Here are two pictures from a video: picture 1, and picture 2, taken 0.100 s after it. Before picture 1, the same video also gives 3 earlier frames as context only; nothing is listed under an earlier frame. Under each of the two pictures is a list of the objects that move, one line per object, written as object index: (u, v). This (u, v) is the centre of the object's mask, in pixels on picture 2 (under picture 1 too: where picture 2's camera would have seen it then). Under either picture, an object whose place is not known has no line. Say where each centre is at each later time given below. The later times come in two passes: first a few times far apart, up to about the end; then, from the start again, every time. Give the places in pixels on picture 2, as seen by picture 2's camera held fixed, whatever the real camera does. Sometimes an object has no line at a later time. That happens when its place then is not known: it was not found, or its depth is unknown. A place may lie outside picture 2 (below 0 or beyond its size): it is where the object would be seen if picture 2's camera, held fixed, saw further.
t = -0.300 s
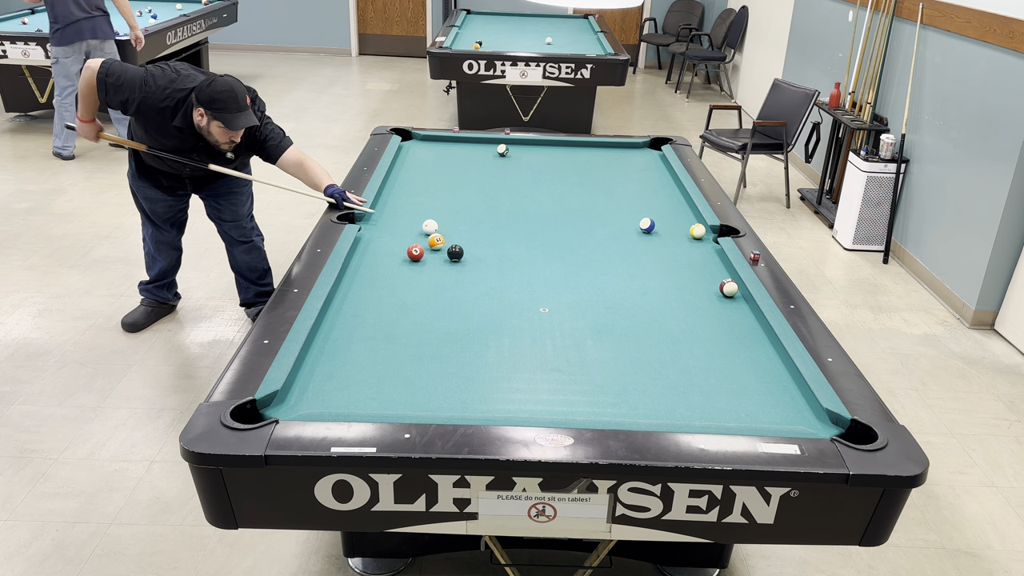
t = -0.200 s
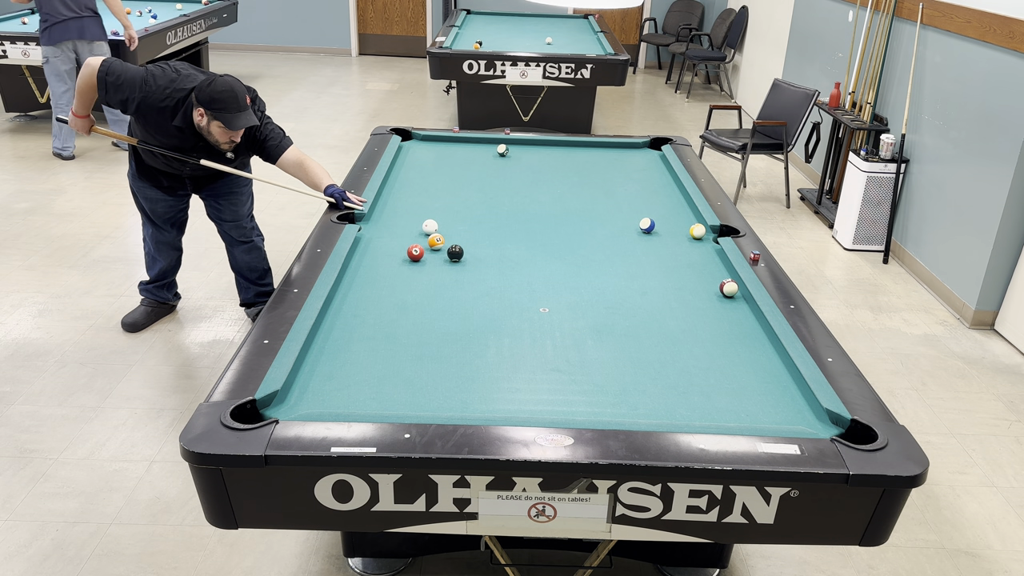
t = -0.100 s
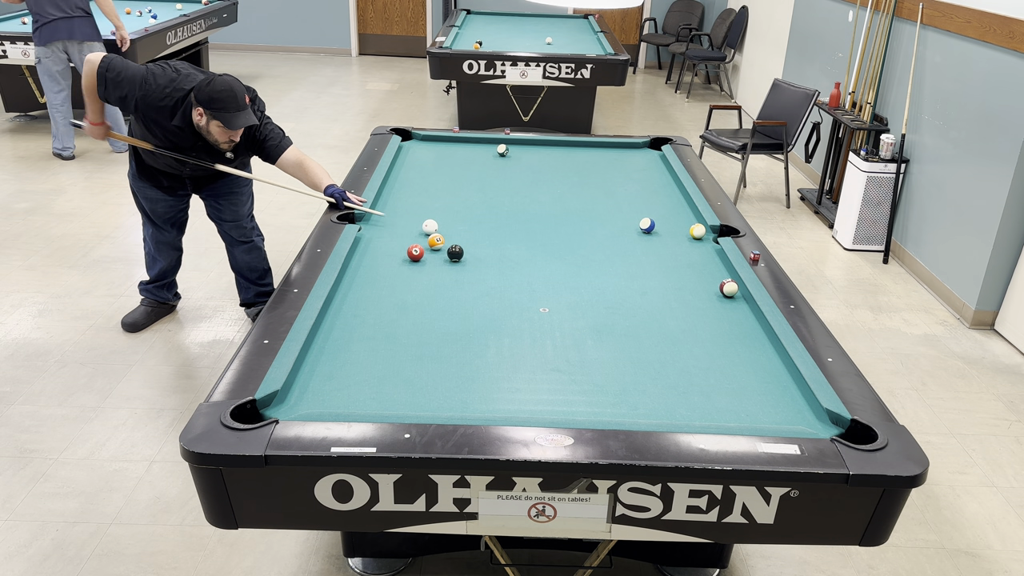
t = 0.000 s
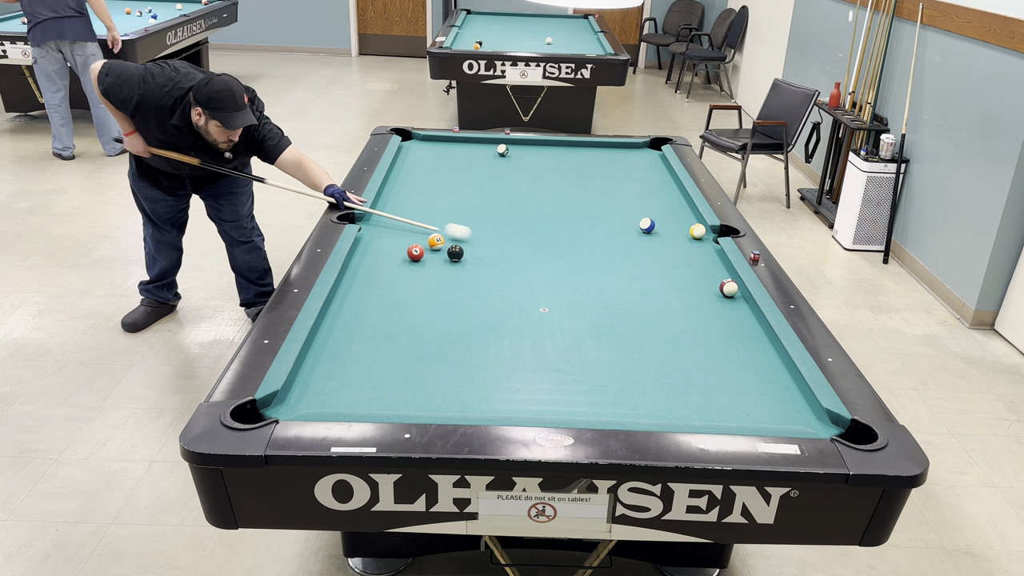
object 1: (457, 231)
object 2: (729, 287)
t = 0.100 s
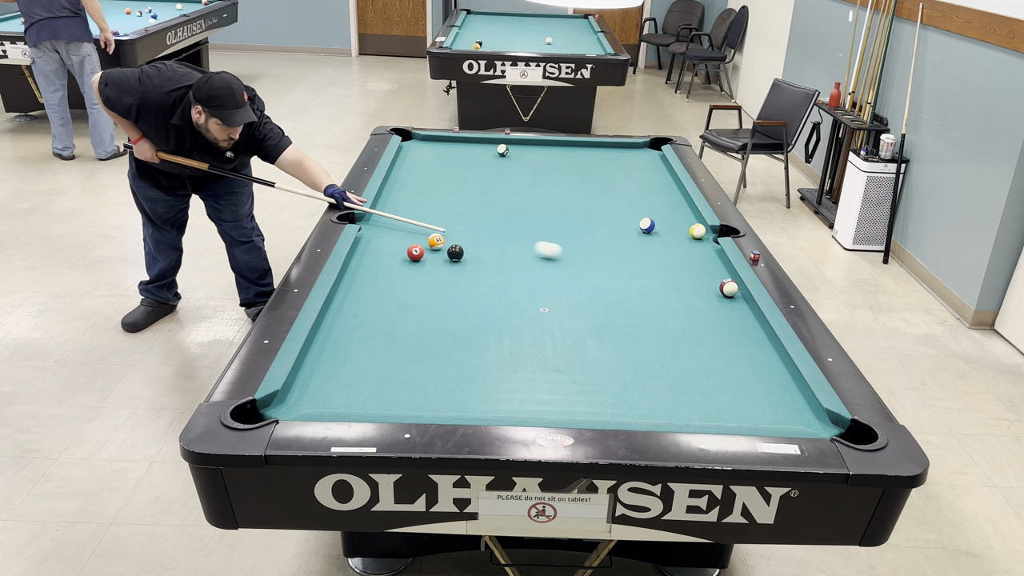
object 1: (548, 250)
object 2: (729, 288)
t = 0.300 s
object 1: (715, 280)
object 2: (741, 292)
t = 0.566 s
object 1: (710, 265)
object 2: (654, 319)
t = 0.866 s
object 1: (676, 248)
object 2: (555, 346)
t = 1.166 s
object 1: (647, 234)
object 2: (442, 378)
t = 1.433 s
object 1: (624, 222)
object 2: (329, 402)
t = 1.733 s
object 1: (601, 211)
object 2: (324, 400)
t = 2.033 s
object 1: (581, 201)
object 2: (372, 404)
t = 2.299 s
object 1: (565, 193)
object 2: (408, 403)
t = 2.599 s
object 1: (549, 185)
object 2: (446, 401)
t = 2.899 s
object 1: (535, 178)
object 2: (480, 398)
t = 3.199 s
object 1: (523, 171)
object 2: (511, 396)
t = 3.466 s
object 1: (514, 166)
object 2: (536, 393)
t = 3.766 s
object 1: (504, 162)
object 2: (559, 391)
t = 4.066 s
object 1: (496, 157)
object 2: (580, 388)
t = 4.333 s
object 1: (489, 154)
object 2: (595, 386)
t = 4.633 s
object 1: (483, 151)
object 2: (610, 384)
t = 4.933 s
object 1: (477, 148)
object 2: (621, 381)
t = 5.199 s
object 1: (474, 146)
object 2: (628, 379)
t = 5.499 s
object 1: (470, 144)
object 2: (633, 378)
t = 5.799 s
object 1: (467, 143)
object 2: (636, 377)
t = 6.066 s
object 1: (465, 142)
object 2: (636, 376)
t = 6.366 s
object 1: (463, 141)
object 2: (636, 376)
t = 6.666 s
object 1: (463, 142)
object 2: (636, 376)
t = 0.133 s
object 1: (578, 256)
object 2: (729, 288)
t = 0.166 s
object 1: (608, 261)
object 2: (729, 288)
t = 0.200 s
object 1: (639, 267)
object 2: (729, 288)
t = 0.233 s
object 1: (670, 273)
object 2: (729, 288)
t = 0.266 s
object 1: (701, 280)
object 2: (729, 288)
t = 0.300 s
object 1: (715, 280)
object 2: (741, 292)
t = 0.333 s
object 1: (719, 278)
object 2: (731, 296)
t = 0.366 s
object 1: (724, 276)
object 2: (719, 299)
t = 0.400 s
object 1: (728, 275)
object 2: (707, 304)
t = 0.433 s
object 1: (727, 273)
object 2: (696, 307)
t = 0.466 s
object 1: (722, 271)
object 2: (686, 310)
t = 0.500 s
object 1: (718, 268)
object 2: (675, 312)
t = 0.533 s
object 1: (714, 267)
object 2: (665, 316)
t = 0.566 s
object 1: (710, 265)
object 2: (654, 319)
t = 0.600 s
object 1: (706, 263)
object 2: (644, 321)
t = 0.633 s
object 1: (702, 261)
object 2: (634, 325)
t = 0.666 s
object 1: (698, 259)
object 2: (623, 328)
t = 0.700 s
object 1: (694, 257)
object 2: (612, 330)
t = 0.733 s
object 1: (691, 255)
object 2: (600, 334)
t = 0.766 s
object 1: (687, 253)
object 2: (590, 337)
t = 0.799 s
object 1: (683, 251)
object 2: (579, 339)
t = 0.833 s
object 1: (680, 250)
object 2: (567, 343)
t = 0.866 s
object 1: (676, 248)
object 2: (555, 346)
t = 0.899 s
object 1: (673, 246)
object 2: (544, 350)
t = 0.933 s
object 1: (669, 245)
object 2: (531, 352)
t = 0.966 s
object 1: (666, 243)
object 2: (520, 357)
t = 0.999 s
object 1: (663, 241)
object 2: (507, 360)
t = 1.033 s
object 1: (660, 240)
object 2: (495, 363)
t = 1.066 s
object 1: (656, 238)
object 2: (481, 367)
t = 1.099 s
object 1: (653, 237)
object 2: (469, 371)
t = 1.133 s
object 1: (650, 235)
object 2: (456, 374)
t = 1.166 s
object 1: (647, 234)
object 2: (442, 378)
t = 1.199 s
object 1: (644, 232)
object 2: (429, 382)
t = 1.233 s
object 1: (641, 231)
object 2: (416, 386)
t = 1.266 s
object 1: (638, 229)
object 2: (401, 390)
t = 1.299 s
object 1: (635, 228)
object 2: (386, 394)
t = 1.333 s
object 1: (632, 226)
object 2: (373, 398)
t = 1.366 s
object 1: (630, 225)
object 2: (358, 400)
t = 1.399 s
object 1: (627, 223)
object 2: (342, 403)
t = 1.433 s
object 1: (624, 222)
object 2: (329, 402)
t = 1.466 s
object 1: (621, 221)
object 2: (318, 400)
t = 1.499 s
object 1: (619, 219)
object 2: (305, 398)
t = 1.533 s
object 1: (616, 218)
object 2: (294, 397)
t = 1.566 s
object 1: (613, 217)
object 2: (290, 395)
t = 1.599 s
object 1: (611, 216)
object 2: (299, 397)
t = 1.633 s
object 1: (608, 214)
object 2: (307, 398)
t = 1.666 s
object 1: (606, 213)
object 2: (314, 399)
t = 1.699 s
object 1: (603, 212)
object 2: (319, 399)
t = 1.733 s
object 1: (601, 211)
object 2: (324, 400)
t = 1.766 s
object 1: (599, 210)
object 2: (330, 401)
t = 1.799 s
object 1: (596, 208)
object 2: (336, 401)
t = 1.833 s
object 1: (594, 207)
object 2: (340, 402)
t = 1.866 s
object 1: (592, 206)
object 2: (345, 402)
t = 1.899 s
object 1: (590, 205)
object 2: (351, 403)
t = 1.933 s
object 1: (587, 204)
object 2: (357, 403)
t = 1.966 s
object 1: (585, 203)
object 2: (363, 404)
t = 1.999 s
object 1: (583, 202)
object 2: (367, 404)
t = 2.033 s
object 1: (581, 201)
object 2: (372, 404)
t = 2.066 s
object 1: (579, 200)
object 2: (376, 403)
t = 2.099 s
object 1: (577, 199)
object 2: (381, 403)
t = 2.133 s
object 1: (575, 198)
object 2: (386, 403)
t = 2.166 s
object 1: (573, 197)
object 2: (391, 403)
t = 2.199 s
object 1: (571, 195)
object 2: (396, 403)
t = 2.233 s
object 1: (569, 195)
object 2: (400, 403)
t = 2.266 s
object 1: (567, 194)
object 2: (404, 403)
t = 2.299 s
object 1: (565, 193)
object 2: (408, 403)
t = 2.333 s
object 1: (563, 191)
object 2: (413, 403)
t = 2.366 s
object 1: (561, 191)
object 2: (417, 402)
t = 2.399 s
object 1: (560, 190)
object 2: (422, 402)
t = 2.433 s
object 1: (558, 189)
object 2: (426, 402)
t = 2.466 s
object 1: (556, 188)
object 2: (431, 402)
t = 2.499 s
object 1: (554, 187)
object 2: (434, 402)
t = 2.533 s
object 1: (553, 186)
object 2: (438, 401)
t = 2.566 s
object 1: (551, 185)
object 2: (442, 401)
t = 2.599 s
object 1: (549, 185)
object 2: (446, 401)
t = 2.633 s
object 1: (548, 184)
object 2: (450, 401)
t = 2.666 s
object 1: (546, 183)
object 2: (454, 401)
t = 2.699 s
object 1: (544, 182)
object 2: (458, 400)
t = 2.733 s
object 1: (543, 182)
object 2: (463, 400)
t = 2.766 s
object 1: (541, 181)
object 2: (466, 400)
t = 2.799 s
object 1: (540, 180)
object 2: (470, 399)
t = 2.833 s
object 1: (538, 179)
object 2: (473, 400)
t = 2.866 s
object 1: (537, 179)
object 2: (477, 399)
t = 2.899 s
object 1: (535, 178)
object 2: (480, 398)
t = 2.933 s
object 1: (534, 177)
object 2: (484, 398)
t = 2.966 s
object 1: (533, 176)
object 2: (487, 398)
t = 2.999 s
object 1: (531, 176)
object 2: (491, 398)
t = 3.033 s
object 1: (530, 175)
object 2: (495, 397)
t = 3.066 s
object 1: (528, 174)
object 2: (498, 397)
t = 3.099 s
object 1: (527, 173)
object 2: (502, 396)
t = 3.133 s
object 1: (526, 173)
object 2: (505, 396)
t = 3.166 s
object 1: (524, 172)
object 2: (508, 396)
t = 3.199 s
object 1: (523, 171)
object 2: (511, 396)
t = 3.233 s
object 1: (522, 171)
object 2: (514, 396)
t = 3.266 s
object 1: (521, 170)
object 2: (517, 395)
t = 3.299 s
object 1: (520, 170)
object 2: (520, 394)
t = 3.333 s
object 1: (518, 169)
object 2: (523, 394)
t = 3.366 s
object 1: (517, 168)
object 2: (526, 394)
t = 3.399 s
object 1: (516, 168)
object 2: (530, 394)
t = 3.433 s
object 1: (515, 167)
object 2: (533, 393)
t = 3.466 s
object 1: (514, 166)
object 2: (536, 393)
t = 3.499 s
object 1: (513, 166)
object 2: (539, 393)
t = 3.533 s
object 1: (511, 165)
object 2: (541, 393)
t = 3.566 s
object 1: (510, 165)
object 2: (544, 393)
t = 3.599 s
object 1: (509, 164)
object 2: (546, 393)
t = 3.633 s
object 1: (508, 164)
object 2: (549, 392)
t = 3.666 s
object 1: (507, 163)
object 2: (552, 392)
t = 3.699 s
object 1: (506, 163)
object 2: (554, 392)
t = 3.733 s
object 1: (505, 162)
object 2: (557, 391)
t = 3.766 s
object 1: (504, 162)
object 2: (559, 391)
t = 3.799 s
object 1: (503, 161)
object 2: (562, 390)
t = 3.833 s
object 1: (502, 161)
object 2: (564, 390)
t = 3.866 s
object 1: (501, 160)
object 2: (567, 390)
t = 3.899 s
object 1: (500, 160)
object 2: (569, 389)
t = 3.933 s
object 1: (499, 159)
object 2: (572, 389)
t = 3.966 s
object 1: (499, 159)
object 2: (574, 389)
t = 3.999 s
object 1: (498, 158)
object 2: (576, 389)
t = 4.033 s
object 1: (497, 158)
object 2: (578, 389)
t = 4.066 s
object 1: (496, 157)
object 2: (580, 388)
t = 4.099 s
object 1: (495, 157)
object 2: (582, 388)
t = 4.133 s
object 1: (494, 156)
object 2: (584, 388)
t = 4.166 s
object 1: (493, 156)
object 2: (585, 387)
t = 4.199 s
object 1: (492, 156)
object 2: (588, 387)
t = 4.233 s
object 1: (492, 155)
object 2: (590, 386)
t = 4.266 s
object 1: (491, 155)
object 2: (591, 386)
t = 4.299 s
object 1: (490, 154)
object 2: (593, 386)
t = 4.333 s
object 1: (489, 154)
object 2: (595, 386)
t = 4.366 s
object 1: (489, 154)
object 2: (597, 385)
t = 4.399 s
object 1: (488, 153)
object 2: (599, 385)
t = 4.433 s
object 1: (487, 153)
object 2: (601, 385)
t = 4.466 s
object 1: (486, 153)
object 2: (602, 384)
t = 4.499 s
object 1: (486, 152)
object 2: (604, 384)
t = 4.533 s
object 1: (485, 152)
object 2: (606, 384)
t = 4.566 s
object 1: (484, 151)
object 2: (607, 384)
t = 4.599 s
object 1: (484, 151)
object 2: (608, 384)
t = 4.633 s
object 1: (483, 151)
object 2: (610, 384)
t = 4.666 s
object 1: (482, 150)
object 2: (611, 384)
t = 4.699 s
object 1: (482, 150)
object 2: (612, 383)
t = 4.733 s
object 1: (481, 150)
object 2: (614, 383)
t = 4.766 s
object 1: (480, 149)
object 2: (615, 383)
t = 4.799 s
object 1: (480, 149)
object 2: (616, 383)
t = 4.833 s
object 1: (479, 149)
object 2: (617, 382)
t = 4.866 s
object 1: (479, 149)
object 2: (618, 382)
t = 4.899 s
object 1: (478, 148)
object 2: (619, 382)
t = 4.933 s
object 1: (477, 148)
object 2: (621, 381)
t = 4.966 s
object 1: (477, 148)
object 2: (622, 381)
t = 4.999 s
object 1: (476, 147)
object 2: (622, 381)
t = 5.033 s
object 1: (476, 147)
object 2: (623, 381)
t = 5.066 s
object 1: (475, 147)
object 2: (624, 381)
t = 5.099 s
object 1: (475, 147)
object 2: (625, 380)
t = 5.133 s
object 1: (474, 147)
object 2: (626, 380)
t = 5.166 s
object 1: (474, 146)
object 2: (627, 380)
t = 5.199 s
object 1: (474, 146)
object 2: (628, 379)
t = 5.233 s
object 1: (473, 146)
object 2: (628, 379)
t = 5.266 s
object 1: (473, 146)
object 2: (629, 379)
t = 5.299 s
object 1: (472, 145)
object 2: (630, 379)
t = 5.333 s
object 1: (472, 145)
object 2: (630, 379)
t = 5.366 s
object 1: (471, 145)
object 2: (631, 378)
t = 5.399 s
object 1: (471, 145)
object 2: (632, 378)
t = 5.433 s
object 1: (471, 145)
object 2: (632, 378)
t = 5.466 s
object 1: (470, 145)
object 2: (632, 378)
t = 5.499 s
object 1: (470, 144)
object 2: (633, 378)
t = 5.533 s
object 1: (470, 144)
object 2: (633, 378)
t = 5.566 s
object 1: (469, 144)
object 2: (634, 377)
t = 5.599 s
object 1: (469, 144)
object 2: (634, 377)
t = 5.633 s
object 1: (469, 144)
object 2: (635, 377)
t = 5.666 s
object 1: (468, 143)
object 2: (635, 377)
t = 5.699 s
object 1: (468, 143)
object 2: (635, 377)
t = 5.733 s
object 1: (467, 143)
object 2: (635, 377)
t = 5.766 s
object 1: (467, 143)
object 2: (636, 377)
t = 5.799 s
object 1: (467, 143)
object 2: (636, 377)
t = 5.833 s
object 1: (467, 143)
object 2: (636, 377)
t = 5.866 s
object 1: (466, 143)
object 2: (636, 377)
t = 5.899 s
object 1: (466, 143)
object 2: (636, 377)
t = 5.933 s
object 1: (466, 142)
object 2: (636, 377)
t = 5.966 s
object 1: (466, 142)
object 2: (636, 377)
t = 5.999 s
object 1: (465, 142)
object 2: (636, 377)
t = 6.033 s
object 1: (465, 142)
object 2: (636, 377)
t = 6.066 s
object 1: (465, 142)
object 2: (636, 376)
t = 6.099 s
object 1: (465, 142)
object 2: (636, 376)
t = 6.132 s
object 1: (464, 142)
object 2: (636, 377)
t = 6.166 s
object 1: (464, 142)
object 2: (636, 376)
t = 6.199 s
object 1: (464, 142)
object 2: (636, 376)
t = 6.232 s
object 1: (464, 142)
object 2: (636, 376)
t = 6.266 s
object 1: (464, 141)
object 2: (636, 376)
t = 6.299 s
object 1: (464, 141)
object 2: (636, 376)
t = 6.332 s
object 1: (463, 141)
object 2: (636, 376)
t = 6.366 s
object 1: (463, 141)
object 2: (636, 376)
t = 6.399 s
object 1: (463, 141)
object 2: (636, 376)
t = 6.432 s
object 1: (463, 141)
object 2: (636, 376)
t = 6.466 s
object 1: (463, 141)
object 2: (636, 376)
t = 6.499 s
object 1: (463, 141)
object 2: (636, 376)
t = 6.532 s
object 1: (463, 141)
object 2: (636, 376)
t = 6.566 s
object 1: (463, 141)
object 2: (636, 376)
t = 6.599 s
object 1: (463, 141)
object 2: (636, 376)
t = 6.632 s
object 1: (463, 141)
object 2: (636, 376)
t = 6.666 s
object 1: (463, 142)
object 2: (636, 376)
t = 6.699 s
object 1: (463, 141)
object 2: (636, 376)
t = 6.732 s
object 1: (463, 141)
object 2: (636, 376)
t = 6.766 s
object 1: (463, 141)
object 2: (636, 376)
